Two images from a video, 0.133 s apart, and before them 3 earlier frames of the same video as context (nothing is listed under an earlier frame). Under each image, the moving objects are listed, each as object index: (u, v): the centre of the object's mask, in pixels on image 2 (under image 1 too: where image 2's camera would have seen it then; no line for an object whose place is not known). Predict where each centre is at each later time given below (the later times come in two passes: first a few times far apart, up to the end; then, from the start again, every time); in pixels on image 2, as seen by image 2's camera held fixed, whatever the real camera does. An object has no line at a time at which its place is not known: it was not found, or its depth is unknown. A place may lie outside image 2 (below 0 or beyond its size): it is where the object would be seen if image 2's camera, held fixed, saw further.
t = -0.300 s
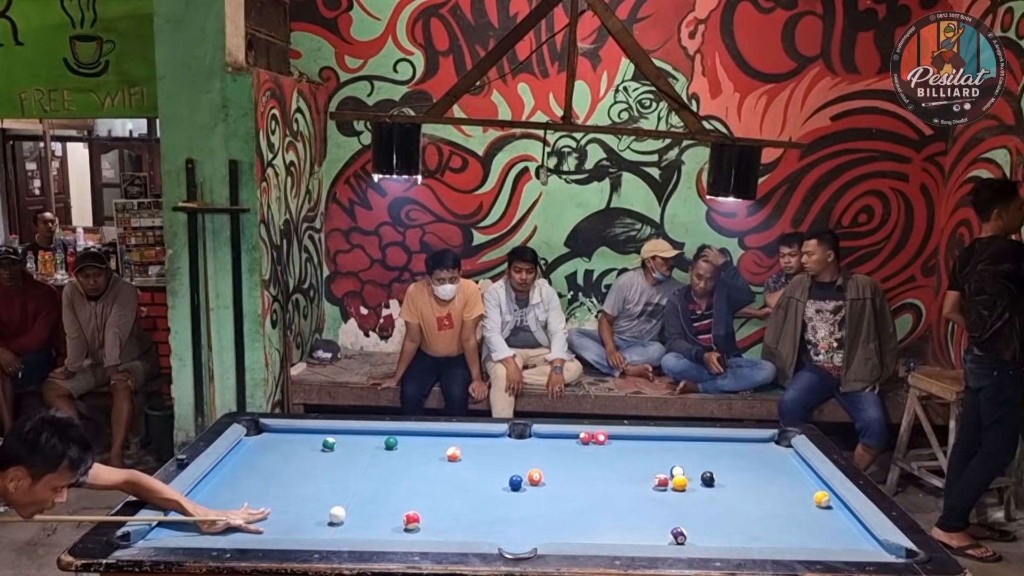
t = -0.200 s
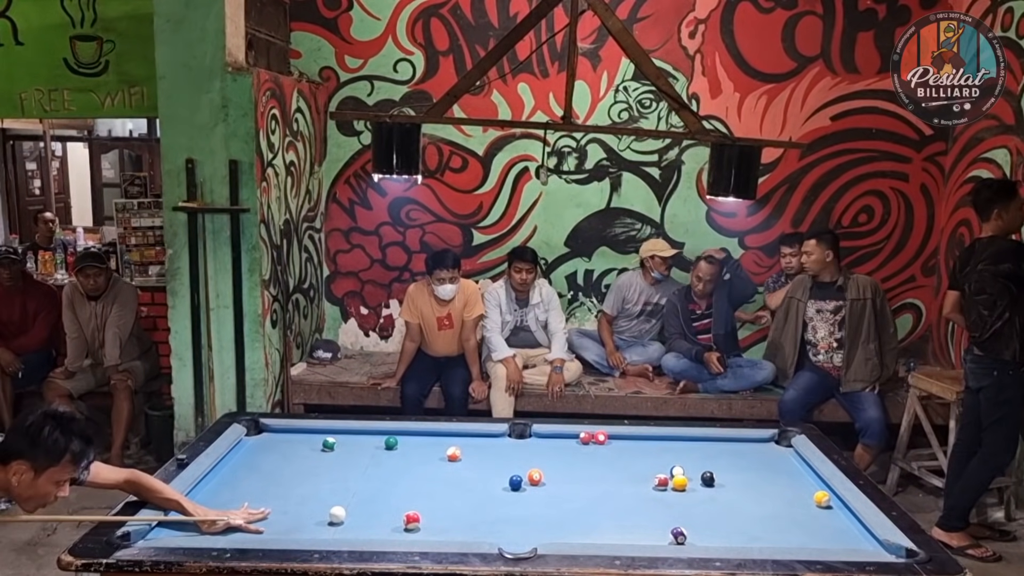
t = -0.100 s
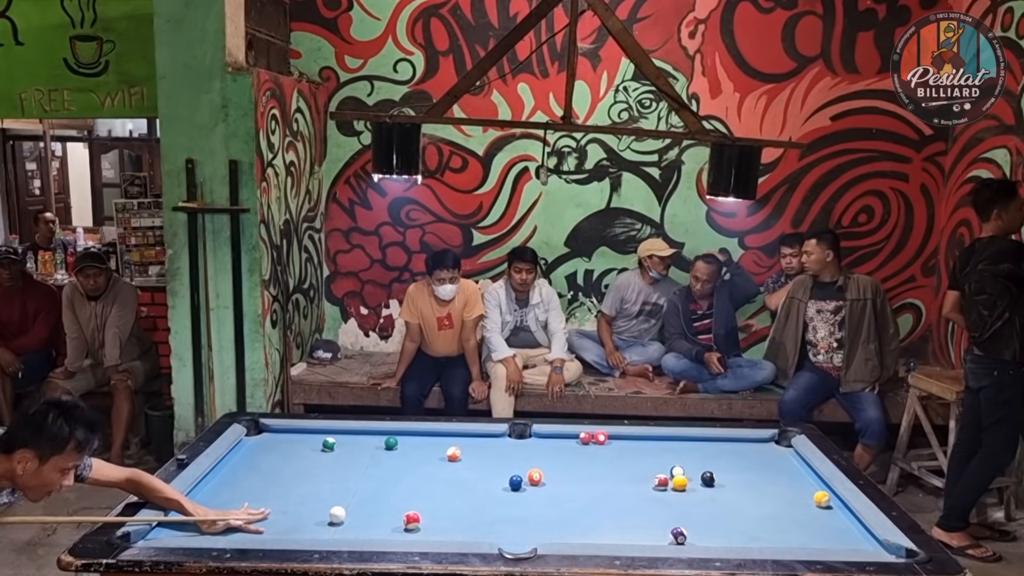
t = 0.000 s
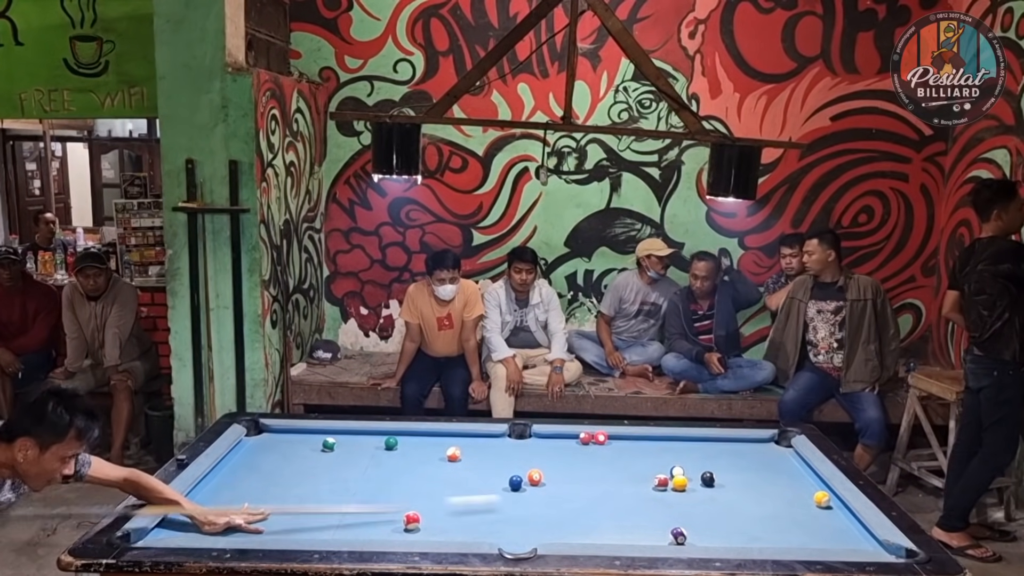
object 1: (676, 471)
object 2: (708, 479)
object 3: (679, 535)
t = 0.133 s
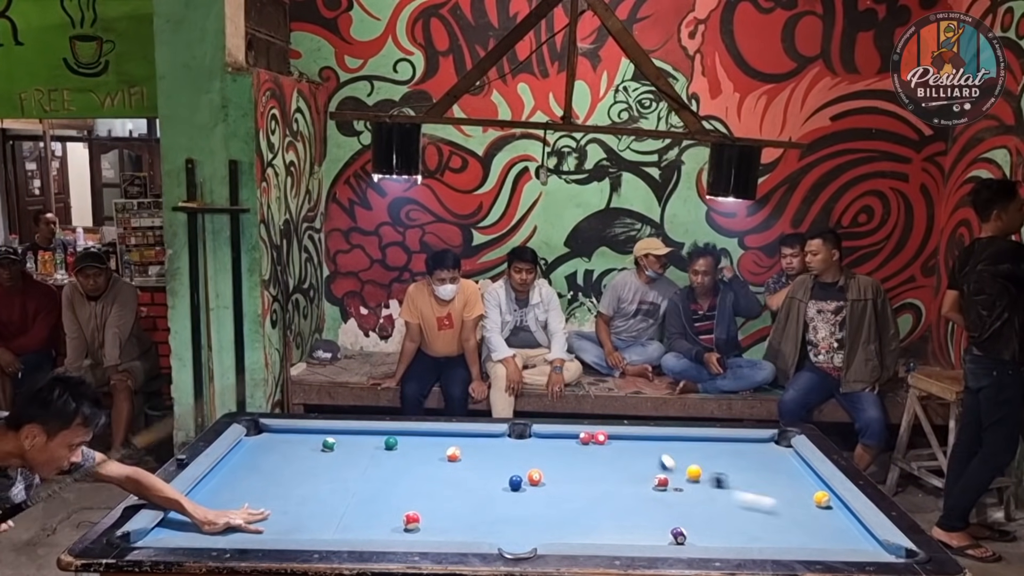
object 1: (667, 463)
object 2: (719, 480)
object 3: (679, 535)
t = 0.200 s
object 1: (647, 447)
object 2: (756, 484)
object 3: (679, 535)
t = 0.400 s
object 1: (634, 463)
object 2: (804, 491)
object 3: (662, 537)
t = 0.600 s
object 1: (631, 501)
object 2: (742, 493)
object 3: (609, 537)
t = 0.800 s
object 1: (625, 540)
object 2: (679, 495)
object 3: (570, 529)
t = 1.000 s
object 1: (608, 509)
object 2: (616, 496)
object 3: (533, 520)
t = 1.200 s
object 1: (591, 503)
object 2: (558, 478)
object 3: (499, 511)
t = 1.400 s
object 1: (576, 499)
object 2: (520, 460)
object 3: (468, 503)
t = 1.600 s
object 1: (562, 495)
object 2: (489, 443)
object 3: (439, 496)
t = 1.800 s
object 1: (550, 491)
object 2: (464, 439)
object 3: (412, 489)
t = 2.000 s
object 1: (537, 487)
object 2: (442, 449)
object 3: (388, 483)
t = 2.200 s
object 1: (528, 485)
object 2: (419, 460)
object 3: (365, 477)
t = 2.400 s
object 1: (518, 483)
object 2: (395, 471)
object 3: (344, 472)
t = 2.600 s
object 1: (512, 481)
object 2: (370, 482)
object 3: (324, 466)
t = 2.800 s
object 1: (510, 481)
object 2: (345, 493)
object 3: (306, 462)
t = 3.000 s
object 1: (508, 481)
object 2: (319, 504)
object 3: (289, 457)
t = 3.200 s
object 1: (508, 480)
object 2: (291, 516)
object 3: (273, 453)
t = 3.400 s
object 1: (508, 481)
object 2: (264, 527)
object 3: (259, 449)
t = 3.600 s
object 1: (508, 481)
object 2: (238, 533)
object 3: (245, 446)
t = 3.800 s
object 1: (508, 481)
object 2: (231, 528)
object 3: (250, 444)
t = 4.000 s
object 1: (508, 481)
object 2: (224, 520)
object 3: (262, 442)
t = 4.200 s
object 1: (508, 481)
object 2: (218, 513)
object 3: (271, 441)
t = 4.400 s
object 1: (509, 481)
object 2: (213, 507)
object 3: (280, 439)
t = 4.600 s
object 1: (509, 481)
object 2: (209, 501)
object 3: (287, 438)
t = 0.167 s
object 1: (656, 454)
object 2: (738, 482)
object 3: (679, 535)
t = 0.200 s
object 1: (647, 447)
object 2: (756, 484)
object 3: (679, 535)
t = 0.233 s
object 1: (640, 438)
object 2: (775, 486)
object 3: (679, 535)
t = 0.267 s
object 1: (637, 442)
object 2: (791, 487)
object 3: (679, 535)
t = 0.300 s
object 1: (636, 446)
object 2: (806, 489)
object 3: (679, 535)
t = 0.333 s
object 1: (635, 452)
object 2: (822, 488)
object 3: (679, 535)
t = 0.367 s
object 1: (635, 458)
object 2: (814, 488)
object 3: (674, 536)
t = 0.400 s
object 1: (634, 463)
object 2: (804, 491)
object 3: (662, 537)
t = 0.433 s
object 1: (634, 469)
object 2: (794, 492)
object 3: (650, 540)
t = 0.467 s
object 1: (634, 475)
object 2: (784, 492)
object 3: (639, 541)
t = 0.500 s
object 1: (633, 481)
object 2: (773, 492)
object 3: (632, 539)
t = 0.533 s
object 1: (632, 487)
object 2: (762, 493)
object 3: (624, 538)
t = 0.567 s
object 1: (632, 494)
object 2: (752, 493)
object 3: (617, 537)
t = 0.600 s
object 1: (631, 501)
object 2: (742, 493)
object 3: (609, 537)
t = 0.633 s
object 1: (630, 508)
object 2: (731, 493)
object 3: (603, 535)
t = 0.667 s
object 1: (629, 515)
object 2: (721, 493)
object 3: (597, 534)
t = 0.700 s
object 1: (629, 523)
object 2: (710, 494)
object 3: (590, 533)
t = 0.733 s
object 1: (628, 531)
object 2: (700, 494)
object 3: (583, 532)
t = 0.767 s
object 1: (627, 537)
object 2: (690, 495)
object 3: (576, 531)
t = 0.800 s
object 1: (625, 540)
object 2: (679, 495)
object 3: (570, 529)
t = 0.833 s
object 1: (622, 536)
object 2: (668, 496)
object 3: (564, 527)
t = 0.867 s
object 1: (619, 531)
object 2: (658, 496)
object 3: (558, 525)
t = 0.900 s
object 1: (616, 526)
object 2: (646, 497)
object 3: (551, 524)
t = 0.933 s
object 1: (613, 519)
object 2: (636, 497)
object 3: (545, 523)
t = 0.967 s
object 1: (611, 514)
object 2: (626, 497)
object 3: (539, 521)
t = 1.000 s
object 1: (608, 509)
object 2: (616, 496)
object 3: (533, 520)
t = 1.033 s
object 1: (606, 505)
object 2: (606, 493)
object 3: (528, 518)
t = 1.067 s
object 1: (603, 504)
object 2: (595, 492)
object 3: (522, 516)
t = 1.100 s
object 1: (599, 504)
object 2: (585, 489)
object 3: (516, 515)
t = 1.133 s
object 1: (597, 504)
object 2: (576, 485)
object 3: (510, 514)
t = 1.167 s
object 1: (594, 504)
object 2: (567, 481)
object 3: (505, 513)
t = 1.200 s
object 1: (591, 503)
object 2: (558, 478)
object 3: (499, 511)
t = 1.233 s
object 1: (589, 502)
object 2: (549, 475)
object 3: (494, 509)
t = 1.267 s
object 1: (586, 501)
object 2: (543, 472)
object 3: (489, 508)
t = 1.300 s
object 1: (584, 501)
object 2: (537, 468)
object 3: (483, 507)
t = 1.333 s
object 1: (581, 500)
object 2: (532, 465)
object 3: (478, 505)
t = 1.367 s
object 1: (578, 499)
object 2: (525, 463)
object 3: (473, 504)
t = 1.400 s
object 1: (576, 499)
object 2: (520, 460)
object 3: (468, 503)
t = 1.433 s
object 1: (574, 498)
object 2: (514, 457)
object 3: (463, 502)
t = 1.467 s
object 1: (571, 497)
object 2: (509, 454)
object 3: (458, 500)
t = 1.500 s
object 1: (569, 497)
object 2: (504, 451)
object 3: (453, 499)
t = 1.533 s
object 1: (567, 496)
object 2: (499, 449)
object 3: (448, 498)
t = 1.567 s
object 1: (564, 495)
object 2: (494, 446)
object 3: (444, 497)
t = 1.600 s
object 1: (562, 495)
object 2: (489, 443)
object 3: (439, 496)
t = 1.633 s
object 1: (560, 494)
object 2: (484, 441)
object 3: (434, 495)
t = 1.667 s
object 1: (557, 494)
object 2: (480, 438)
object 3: (430, 493)
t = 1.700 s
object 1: (555, 493)
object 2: (475, 436)
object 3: (425, 492)
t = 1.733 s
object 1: (553, 493)
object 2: (471, 436)
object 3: (421, 491)
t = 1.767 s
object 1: (552, 492)
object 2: (468, 438)
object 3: (416, 490)
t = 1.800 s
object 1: (550, 491)
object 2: (464, 439)
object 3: (412, 489)
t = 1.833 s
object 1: (548, 490)
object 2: (461, 441)
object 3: (408, 488)
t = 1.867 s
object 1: (546, 490)
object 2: (458, 442)
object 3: (404, 487)
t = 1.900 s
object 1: (544, 489)
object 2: (454, 443)
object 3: (400, 486)
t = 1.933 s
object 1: (541, 489)
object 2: (448, 444)
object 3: (395, 485)
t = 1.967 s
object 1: (540, 488)
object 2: (444, 447)
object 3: (391, 483)
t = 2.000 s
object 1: (537, 487)
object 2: (442, 449)
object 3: (388, 483)
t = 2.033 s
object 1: (536, 488)
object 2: (438, 451)
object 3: (384, 482)
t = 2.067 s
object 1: (535, 488)
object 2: (434, 453)
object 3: (380, 481)
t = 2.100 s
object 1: (533, 487)
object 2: (430, 455)
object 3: (376, 480)
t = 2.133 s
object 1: (531, 487)
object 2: (427, 456)
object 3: (372, 479)
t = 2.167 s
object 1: (530, 486)
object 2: (423, 458)
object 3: (368, 478)
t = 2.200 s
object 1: (528, 485)
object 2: (419, 460)
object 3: (365, 477)
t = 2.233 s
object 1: (526, 485)
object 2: (415, 462)
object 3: (361, 476)
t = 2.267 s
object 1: (525, 484)
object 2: (411, 463)
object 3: (358, 475)
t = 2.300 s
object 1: (523, 484)
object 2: (407, 465)
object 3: (354, 474)
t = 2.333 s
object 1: (522, 484)
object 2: (403, 467)
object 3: (351, 473)
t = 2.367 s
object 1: (520, 483)
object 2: (399, 468)
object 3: (347, 472)
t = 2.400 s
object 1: (518, 483)
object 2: (395, 471)
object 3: (344, 472)
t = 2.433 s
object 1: (517, 482)
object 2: (391, 473)
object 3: (341, 470)
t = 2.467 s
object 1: (516, 483)
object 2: (387, 474)
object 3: (337, 470)
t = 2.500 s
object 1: (515, 482)
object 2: (383, 476)
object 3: (334, 469)
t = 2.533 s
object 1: (514, 482)
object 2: (379, 478)
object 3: (331, 468)
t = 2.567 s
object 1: (512, 481)
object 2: (374, 480)
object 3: (328, 467)
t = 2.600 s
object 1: (512, 481)
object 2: (370, 482)
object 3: (324, 466)
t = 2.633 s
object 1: (511, 481)
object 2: (366, 483)
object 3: (321, 466)
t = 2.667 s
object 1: (511, 481)
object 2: (362, 485)
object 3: (318, 465)
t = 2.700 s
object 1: (511, 481)
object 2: (358, 487)
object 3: (315, 464)
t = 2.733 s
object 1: (510, 481)
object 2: (353, 489)
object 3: (312, 464)
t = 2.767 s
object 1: (510, 481)
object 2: (350, 491)
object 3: (309, 462)
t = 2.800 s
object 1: (510, 481)
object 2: (345, 493)
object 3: (306, 462)
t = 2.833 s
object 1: (509, 481)
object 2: (341, 494)
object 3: (303, 461)
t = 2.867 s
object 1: (509, 481)
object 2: (337, 496)
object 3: (300, 460)
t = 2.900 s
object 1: (509, 481)
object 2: (332, 498)
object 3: (298, 460)
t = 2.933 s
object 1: (509, 481)
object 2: (327, 500)
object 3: (295, 459)
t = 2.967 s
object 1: (509, 481)
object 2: (323, 502)
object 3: (292, 458)
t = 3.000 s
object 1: (508, 481)
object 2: (319, 504)
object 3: (289, 457)
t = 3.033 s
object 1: (508, 481)
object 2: (314, 506)
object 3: (286, 456)
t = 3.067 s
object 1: (508, 481)
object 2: (310, 508)
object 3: (283, 456)
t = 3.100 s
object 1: (508, 481)
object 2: (305, 510)
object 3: (281, 455)
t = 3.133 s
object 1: (508, 481)
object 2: (301, 512)
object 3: (279, 455)
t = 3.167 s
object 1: (508, 481)
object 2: (296, 514)
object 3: (276, 454)
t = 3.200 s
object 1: (508, 480)
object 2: (291, 516)
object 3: (273, 453)
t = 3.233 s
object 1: (508, 480)
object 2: (287, 518)
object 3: (271, 453)
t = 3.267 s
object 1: (508, 481)
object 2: (282, 520)
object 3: (269, 452)
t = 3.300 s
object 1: (508, 481)
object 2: (278, 522)
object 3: (266, 451)
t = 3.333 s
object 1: (508, 481)
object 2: (273, 524)
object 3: (263, 451)
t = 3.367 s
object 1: (508, 481)
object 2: (268, 526)
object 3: (261, 450)
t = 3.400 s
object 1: (508, 481)
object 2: (264, 527)
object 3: (259, 449)
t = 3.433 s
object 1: (508, 481)
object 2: (259, 529)
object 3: (256, 449)
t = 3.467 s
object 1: (508, 481)
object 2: (254, 530)
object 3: (253, 448)
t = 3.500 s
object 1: (508, 481)
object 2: (249, 532)
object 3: (251, 448)
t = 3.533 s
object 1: (508, 481)
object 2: (245, 533)
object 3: (250, 447)
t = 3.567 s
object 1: (508, 481)
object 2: (240, 533)
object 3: (248, 446)
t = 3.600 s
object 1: (508, 481)
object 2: (238, 533)
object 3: (245, 446)
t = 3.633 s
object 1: (508, 481)
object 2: (237, 532)
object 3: (243, 445)
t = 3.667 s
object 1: (508, 481)
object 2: (236, 531)
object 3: (242, 445)
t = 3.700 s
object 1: (508, 481)
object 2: (235, 530)
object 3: (244, 445)
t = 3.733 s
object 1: (508, 481)
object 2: (233, 530)
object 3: (246, 444)
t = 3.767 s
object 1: (508, 481)
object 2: (232, 529)
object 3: (248, 444)
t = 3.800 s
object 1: (508, 481)
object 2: (231, 528)
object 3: (250, 444)
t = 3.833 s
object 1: (508, 481)
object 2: (230, 527)
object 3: (253, 443)
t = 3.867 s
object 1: (508, 481)
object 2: (229, 525)
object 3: (255, 443)
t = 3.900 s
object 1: (508, 481)
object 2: (227, 524)
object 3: (257, 443)
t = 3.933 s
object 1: (508, 481)
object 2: (226, 522)
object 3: (258, 443)
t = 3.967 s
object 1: (508, 481)
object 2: (225, 521)
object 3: (260, 443)
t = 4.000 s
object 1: (508, 481)
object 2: (224, 520)
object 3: (262, 442)
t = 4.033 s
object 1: (508, 481)
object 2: (223, 519)
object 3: (264, 442)
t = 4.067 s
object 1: (508, 481)
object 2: (222, 518)
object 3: (265, 442)
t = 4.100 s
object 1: (508, 481)
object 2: (221, 517)
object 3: (267, 441)
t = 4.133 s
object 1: (508, 481)
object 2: (220, 515)
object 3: (268, 441)
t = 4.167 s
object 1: (508, 481)
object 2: (220, 514)
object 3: (270, 441)
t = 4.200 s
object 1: (508, 481)
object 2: (218, 513)
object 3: (271, 441)
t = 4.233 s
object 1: (508, 481)
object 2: (217, 512)
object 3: (273, 440)
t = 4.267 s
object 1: (508, 481)
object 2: (217, 511)
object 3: (274, 440)
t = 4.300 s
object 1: (508, 481)
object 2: (216, 510)
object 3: (276, 440)
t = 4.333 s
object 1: (508, 481)
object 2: (215, 509)
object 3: (277, 440)
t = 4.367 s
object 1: (508, 481)
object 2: (214, 508)
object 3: (278, 440)
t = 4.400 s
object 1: (509, 481)
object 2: (213, 507)
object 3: (280, 439)
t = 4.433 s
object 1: (509, 481)
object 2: (212, 505)
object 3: (280, 440)
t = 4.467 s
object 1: (508, 481)
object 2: (212, 504)
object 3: (282, 439)
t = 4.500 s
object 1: (508, 481)
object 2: (211, 503)
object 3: (283, 439)
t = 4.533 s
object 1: (509, 481)
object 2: (210, 503)
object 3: (284, 439)
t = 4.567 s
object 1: (509, 481)
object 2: (209, 502)
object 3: (285, 438)
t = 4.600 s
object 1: (509, 481)
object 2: (209, 501)
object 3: (287, 438)
